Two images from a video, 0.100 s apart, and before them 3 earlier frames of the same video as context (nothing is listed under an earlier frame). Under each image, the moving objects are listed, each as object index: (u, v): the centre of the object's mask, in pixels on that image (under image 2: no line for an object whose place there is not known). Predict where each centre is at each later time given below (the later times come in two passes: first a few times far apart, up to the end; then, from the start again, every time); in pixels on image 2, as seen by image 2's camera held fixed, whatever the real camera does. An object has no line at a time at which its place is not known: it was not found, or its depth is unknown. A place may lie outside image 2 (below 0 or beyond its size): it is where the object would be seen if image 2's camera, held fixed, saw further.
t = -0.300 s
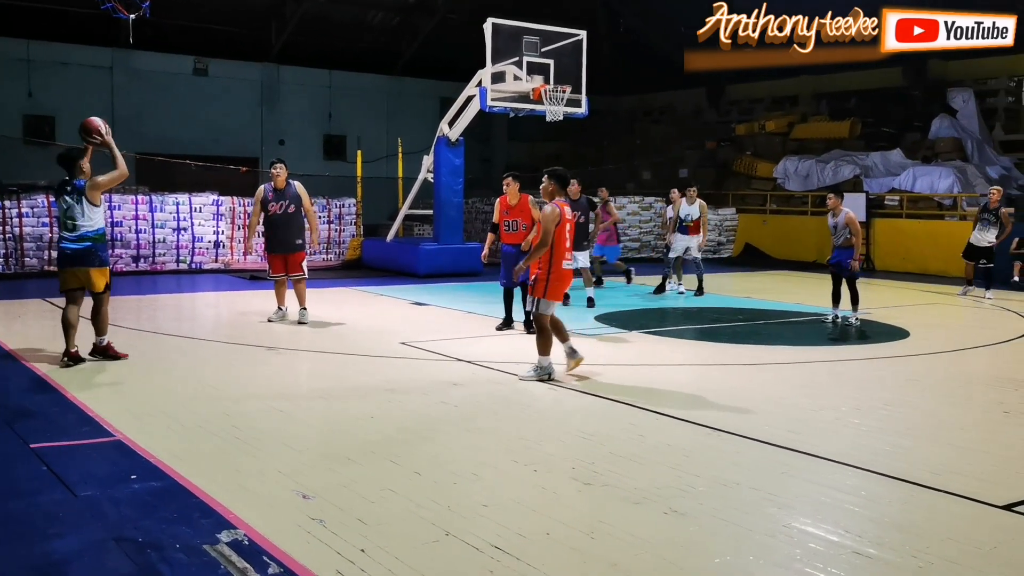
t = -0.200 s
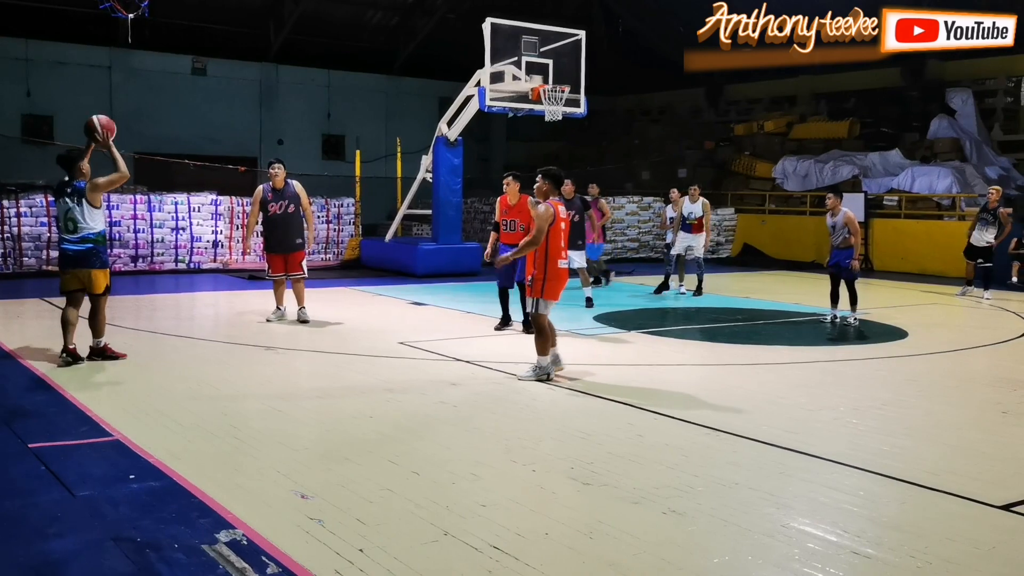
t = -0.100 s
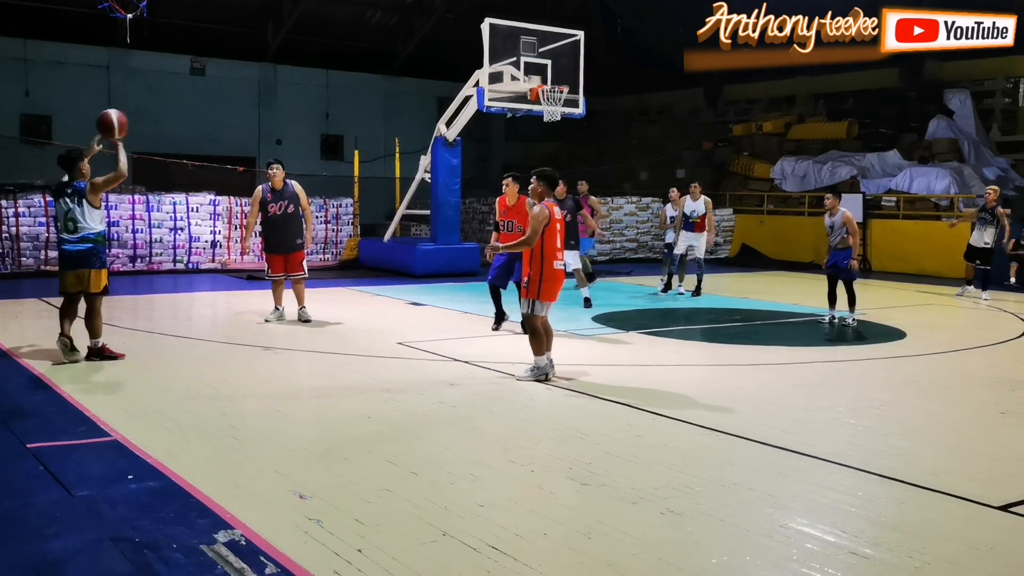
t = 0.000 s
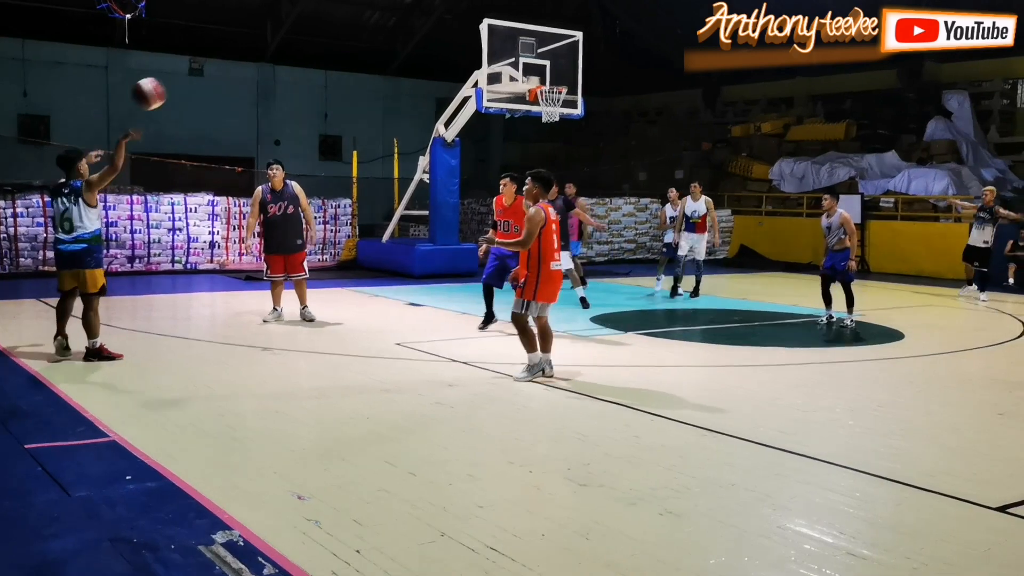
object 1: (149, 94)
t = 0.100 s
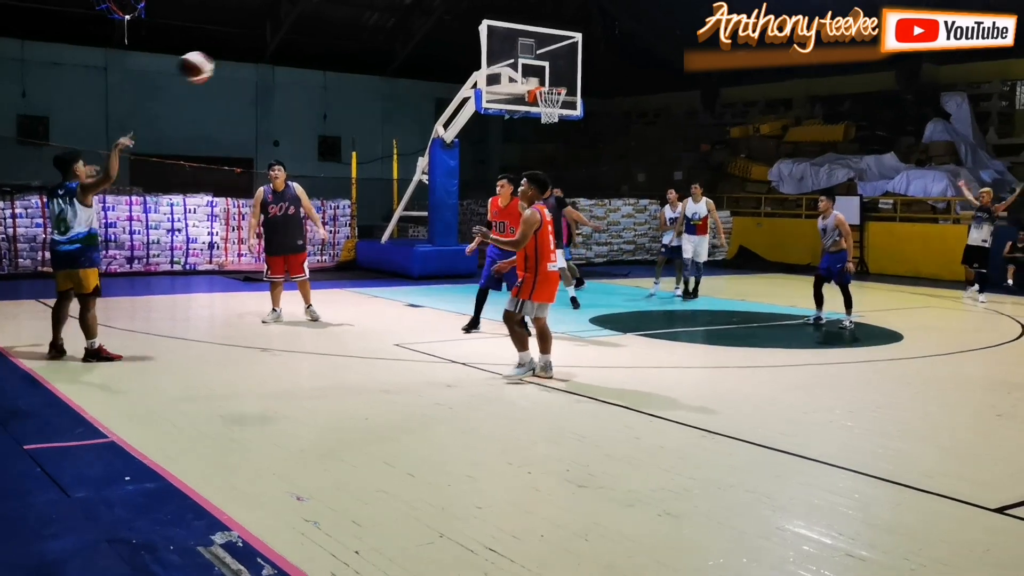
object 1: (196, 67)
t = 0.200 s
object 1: (245, 52)
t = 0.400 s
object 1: (346, 60)
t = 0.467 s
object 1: (382, 74)
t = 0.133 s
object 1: (212, 61)
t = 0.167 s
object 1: (229, 56)
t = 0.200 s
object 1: (245, 52)
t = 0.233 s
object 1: (262, 49)
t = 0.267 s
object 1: (278, 49)
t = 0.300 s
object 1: (295, 49)
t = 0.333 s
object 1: (312, 51)
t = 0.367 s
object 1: (329, 55)
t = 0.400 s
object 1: (346, 60)
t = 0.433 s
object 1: (364, 66)
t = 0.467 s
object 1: (382, 74)
